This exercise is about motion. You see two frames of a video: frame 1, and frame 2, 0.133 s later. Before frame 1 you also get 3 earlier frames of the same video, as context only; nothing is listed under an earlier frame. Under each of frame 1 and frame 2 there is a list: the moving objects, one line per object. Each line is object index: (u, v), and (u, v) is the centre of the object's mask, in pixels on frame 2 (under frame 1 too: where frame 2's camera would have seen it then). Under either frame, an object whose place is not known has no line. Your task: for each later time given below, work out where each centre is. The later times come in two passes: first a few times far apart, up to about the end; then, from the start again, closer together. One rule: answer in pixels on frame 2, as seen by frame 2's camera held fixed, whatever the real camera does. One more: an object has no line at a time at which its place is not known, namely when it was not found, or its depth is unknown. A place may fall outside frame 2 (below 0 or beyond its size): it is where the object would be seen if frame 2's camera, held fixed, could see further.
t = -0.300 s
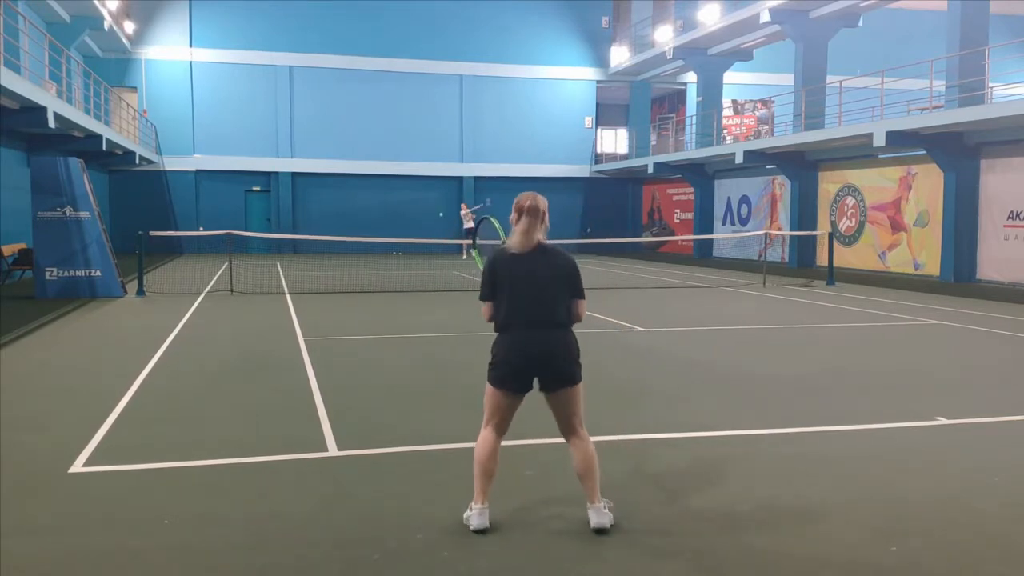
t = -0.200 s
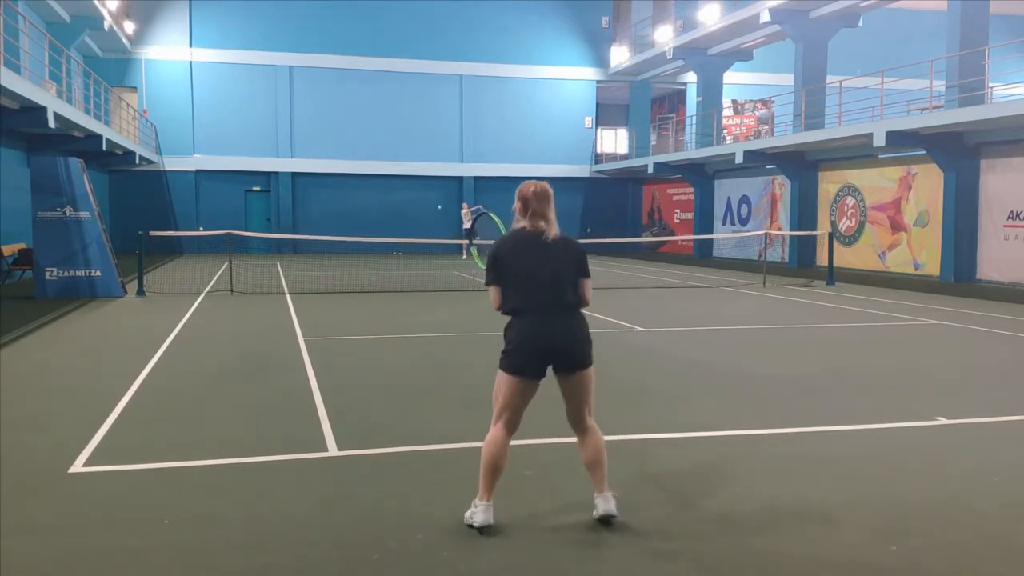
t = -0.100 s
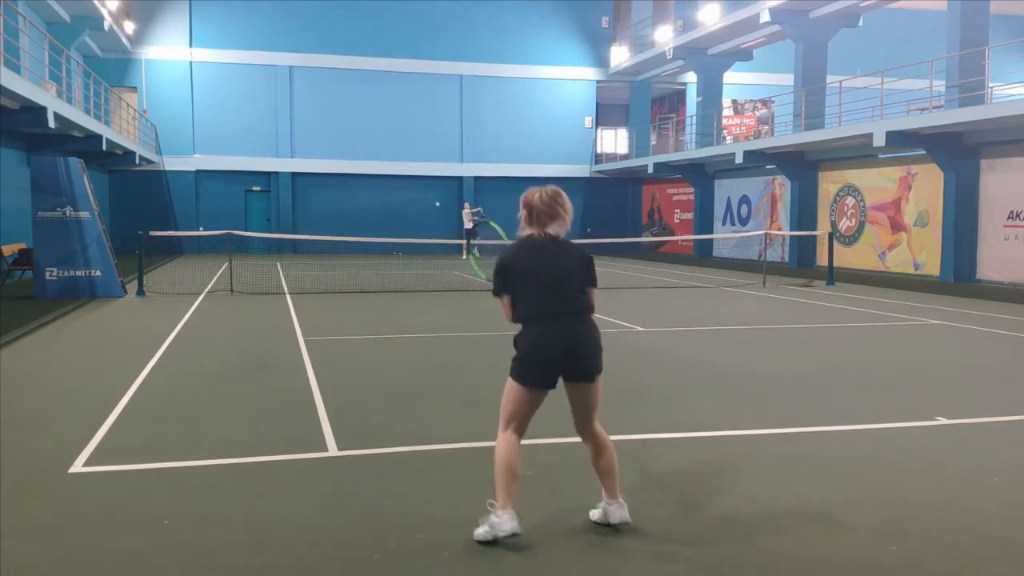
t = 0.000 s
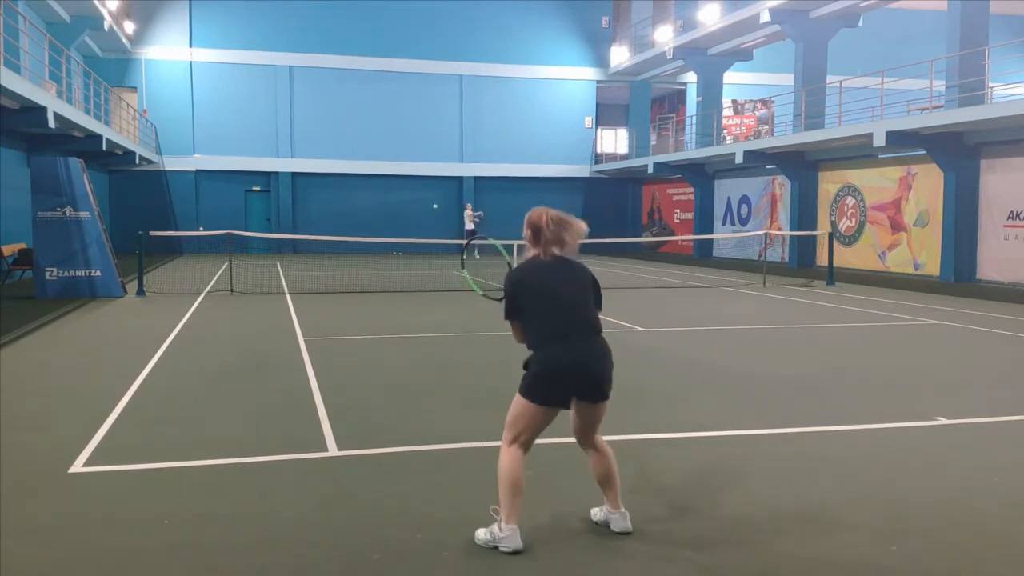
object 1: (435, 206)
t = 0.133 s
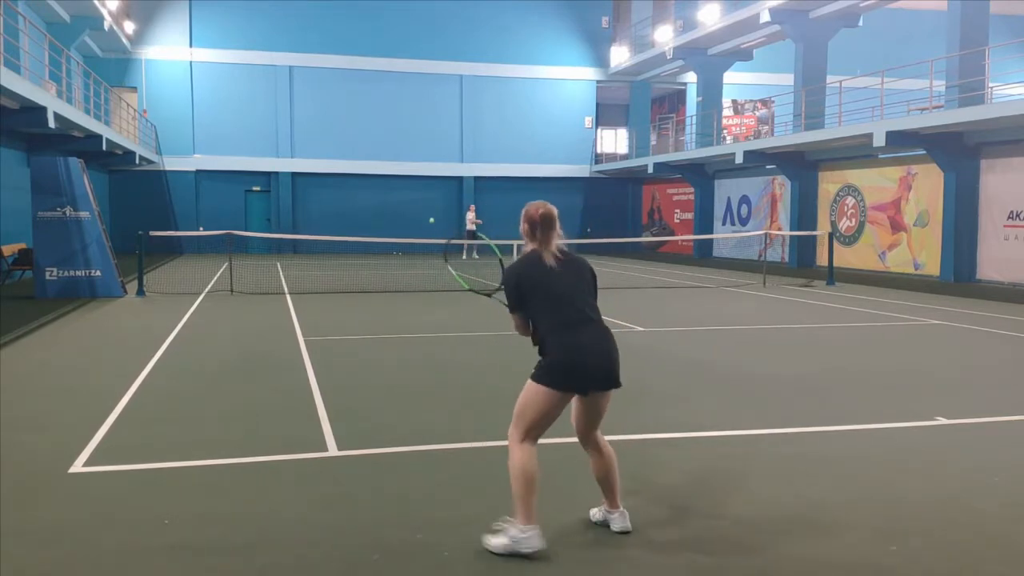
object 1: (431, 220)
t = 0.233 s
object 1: (429, 242)
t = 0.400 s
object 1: (422, 314)
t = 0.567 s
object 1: (415, 314)
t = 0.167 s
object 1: (431, 226)
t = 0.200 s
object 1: (430, 233)
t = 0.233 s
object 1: (429, 242)
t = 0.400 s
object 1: (422, 314)
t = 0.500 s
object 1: (417, 330)
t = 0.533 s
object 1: (416, 322)
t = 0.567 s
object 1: (415, 314)
